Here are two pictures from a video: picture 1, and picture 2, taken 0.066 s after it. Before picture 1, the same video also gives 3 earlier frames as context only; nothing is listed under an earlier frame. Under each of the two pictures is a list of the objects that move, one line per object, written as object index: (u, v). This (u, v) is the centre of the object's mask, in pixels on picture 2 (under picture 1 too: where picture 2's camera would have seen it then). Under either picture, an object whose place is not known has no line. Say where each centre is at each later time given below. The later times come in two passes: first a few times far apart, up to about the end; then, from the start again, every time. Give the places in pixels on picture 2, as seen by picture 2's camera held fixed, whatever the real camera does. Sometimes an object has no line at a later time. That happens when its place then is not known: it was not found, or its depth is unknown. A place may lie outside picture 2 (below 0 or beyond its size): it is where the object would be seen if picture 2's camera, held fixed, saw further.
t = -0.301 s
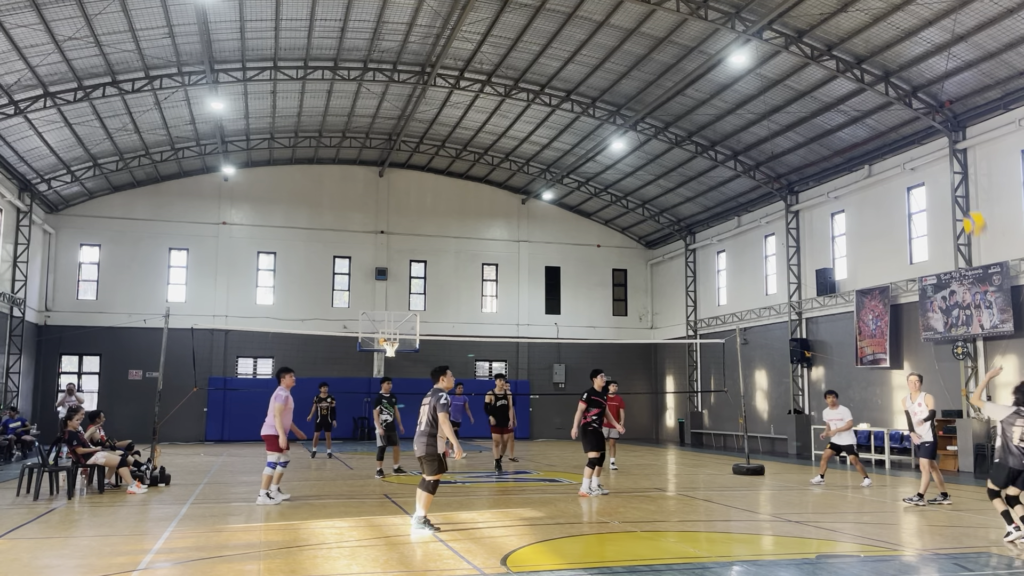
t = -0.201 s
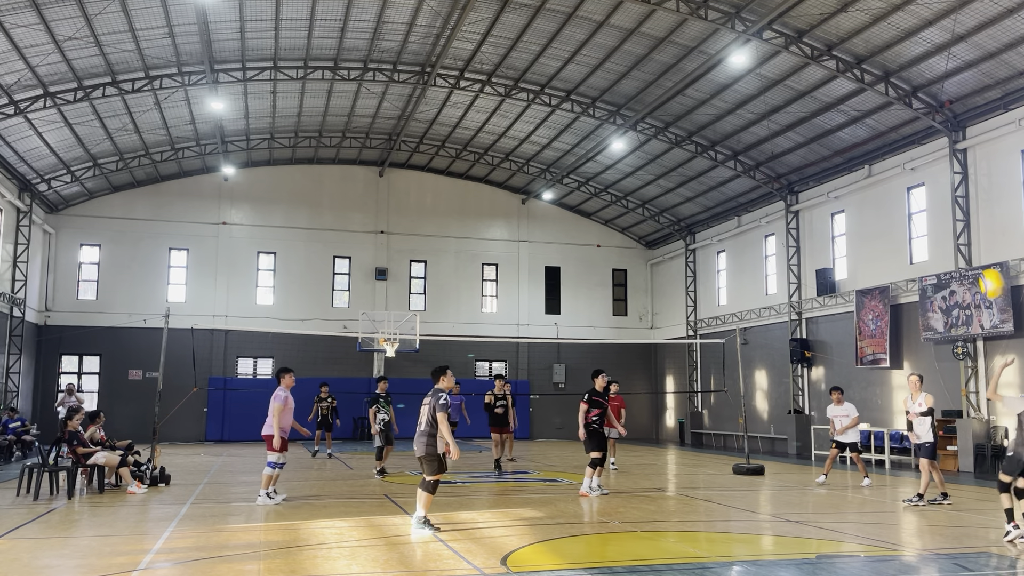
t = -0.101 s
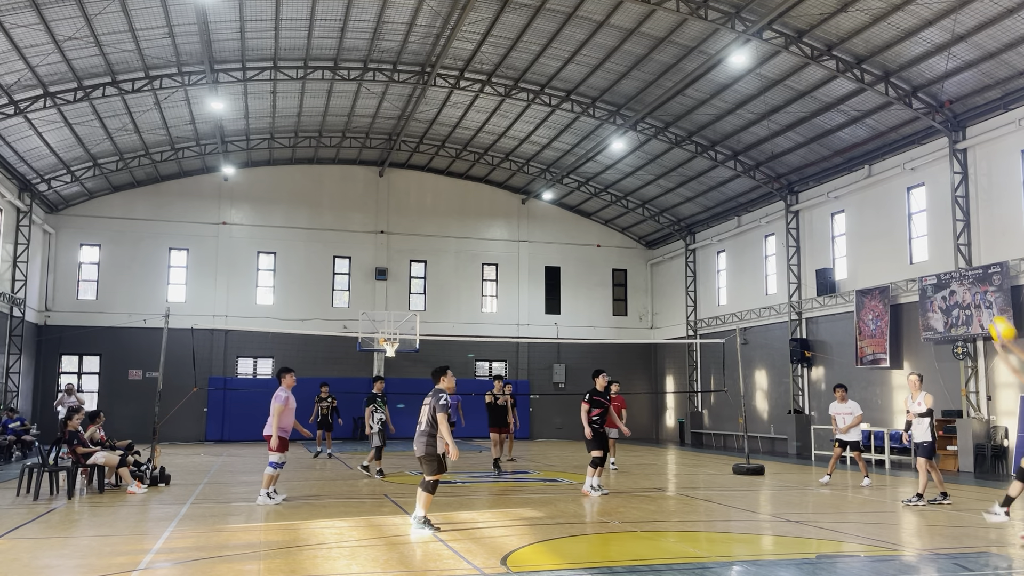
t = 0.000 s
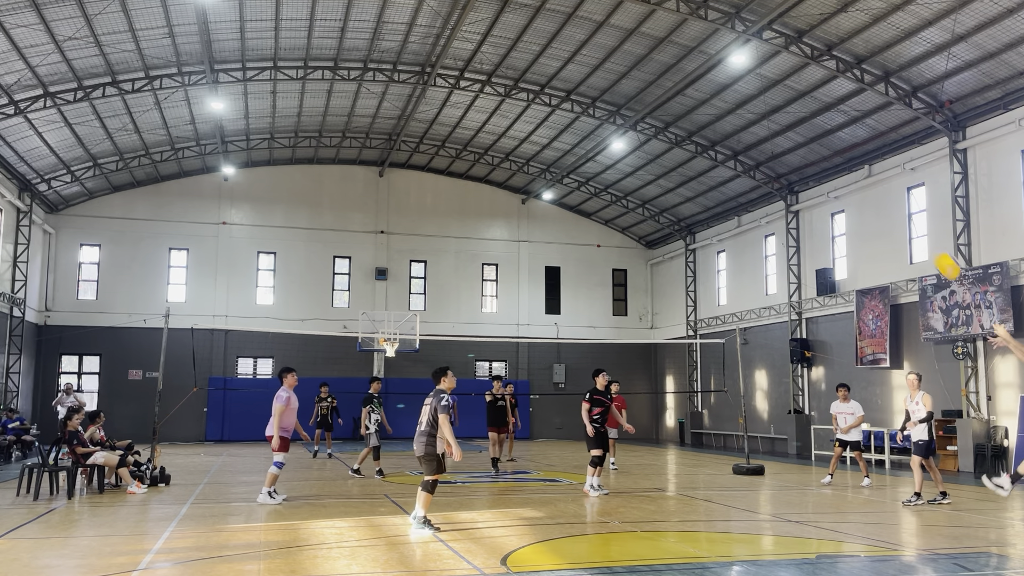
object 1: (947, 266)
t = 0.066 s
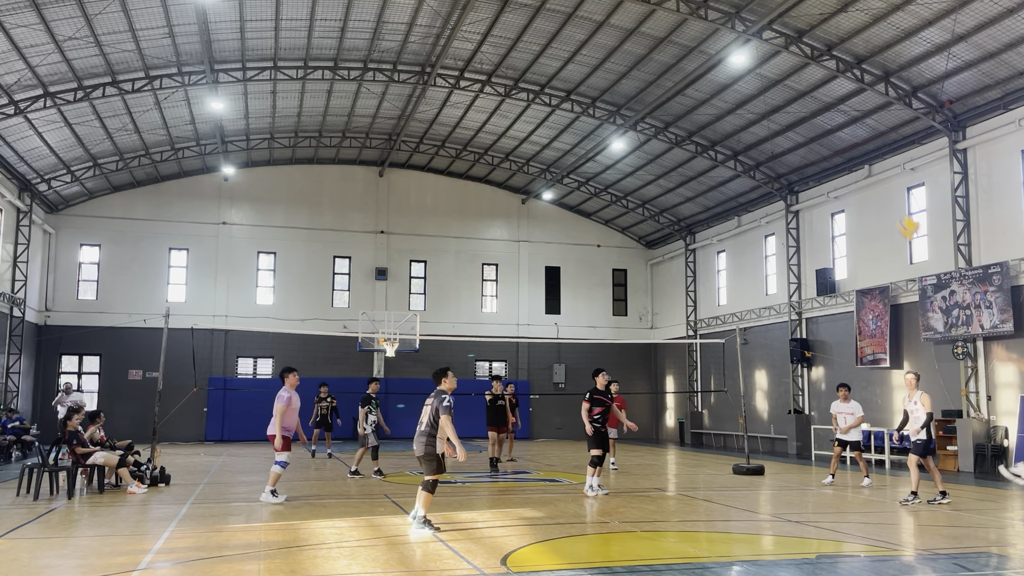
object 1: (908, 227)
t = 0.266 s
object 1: (812, 150)
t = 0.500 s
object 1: (708, 109)
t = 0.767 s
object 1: (603, 122)
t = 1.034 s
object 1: (503, 196)
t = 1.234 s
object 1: (431, 286)
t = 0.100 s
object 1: (892, 211)
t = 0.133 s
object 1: (875, 196)
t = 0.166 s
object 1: (859, 183)
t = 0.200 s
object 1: (843, 170)
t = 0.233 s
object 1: (827, 159)
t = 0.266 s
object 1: (812, 150)
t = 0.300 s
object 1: (796, 140)
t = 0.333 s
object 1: (780, 133)
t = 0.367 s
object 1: (765, 126)
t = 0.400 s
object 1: (750, 120)
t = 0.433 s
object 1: (736, 115)
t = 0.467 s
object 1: (722, 111)
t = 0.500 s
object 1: (708, 109)
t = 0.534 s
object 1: (694, 107)
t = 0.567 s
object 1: (681, 106)
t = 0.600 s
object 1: (668, 107)
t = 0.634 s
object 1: (654, 108)
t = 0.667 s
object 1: (642, 110)
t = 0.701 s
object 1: (628, 114)
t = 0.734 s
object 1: (615, 118)
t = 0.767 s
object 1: (603, 122)
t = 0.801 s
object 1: (589, 129)
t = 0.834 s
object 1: (577, 135)
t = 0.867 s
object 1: (564, 144)
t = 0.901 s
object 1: (550, 152)
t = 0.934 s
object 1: (539, 162)
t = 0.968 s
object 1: (527, 172)
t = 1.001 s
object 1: (515, 183)
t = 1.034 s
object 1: (503, 196)
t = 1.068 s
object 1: (490, 209)
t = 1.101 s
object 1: (478, 223)
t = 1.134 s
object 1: (466, 237)
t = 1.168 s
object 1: (455, 253)
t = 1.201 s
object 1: (443, 269)
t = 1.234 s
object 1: (431, 286)
